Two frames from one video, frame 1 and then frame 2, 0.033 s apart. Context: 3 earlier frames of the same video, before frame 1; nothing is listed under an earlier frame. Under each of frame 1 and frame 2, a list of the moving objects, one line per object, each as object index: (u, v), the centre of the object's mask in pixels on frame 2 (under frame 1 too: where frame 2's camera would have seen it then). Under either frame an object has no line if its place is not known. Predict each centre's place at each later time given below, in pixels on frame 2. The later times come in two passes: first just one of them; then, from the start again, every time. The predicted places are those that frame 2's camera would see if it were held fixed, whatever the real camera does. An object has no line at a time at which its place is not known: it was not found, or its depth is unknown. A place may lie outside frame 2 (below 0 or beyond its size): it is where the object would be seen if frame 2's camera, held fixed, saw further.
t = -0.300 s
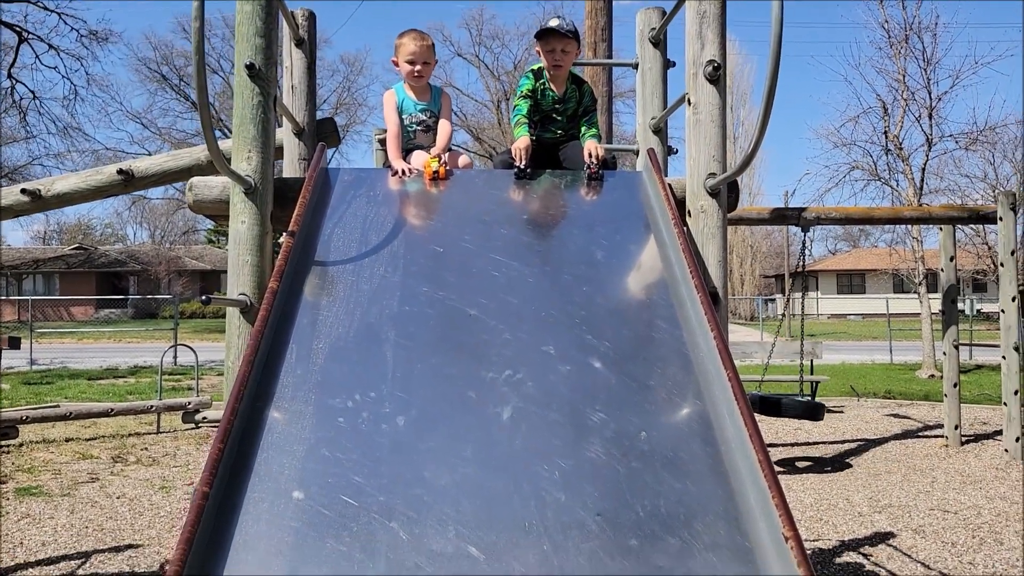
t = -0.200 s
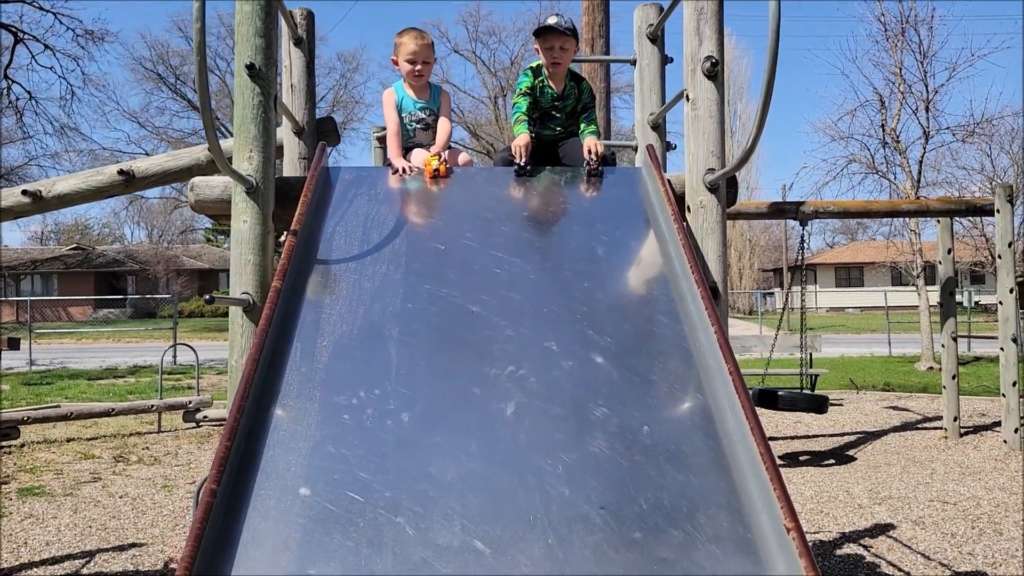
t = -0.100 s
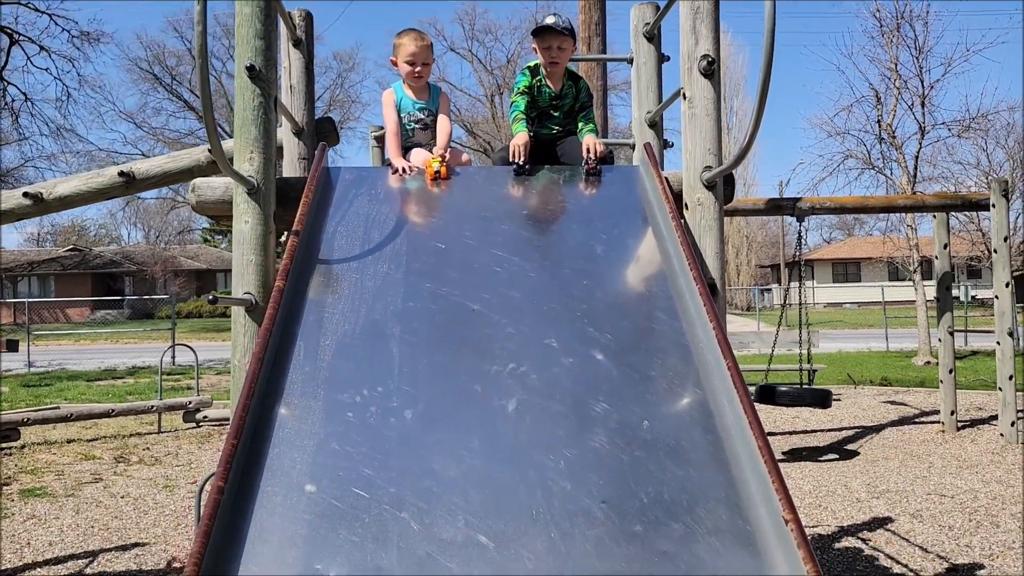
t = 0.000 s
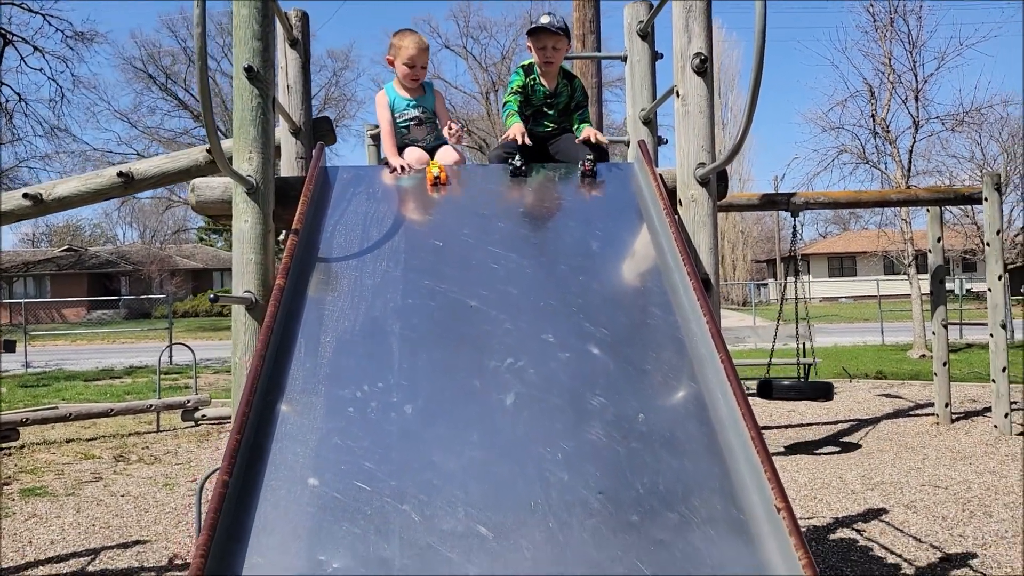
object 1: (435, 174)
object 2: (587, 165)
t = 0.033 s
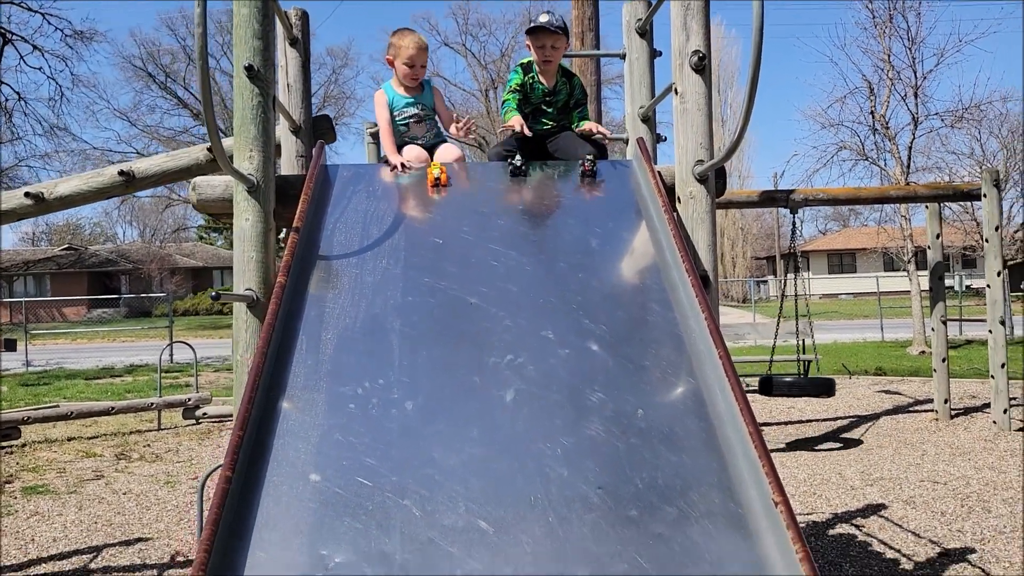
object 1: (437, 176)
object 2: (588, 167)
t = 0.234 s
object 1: (443, 209)
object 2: (596, 192)
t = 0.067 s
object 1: (438, 179)
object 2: (589, 170)
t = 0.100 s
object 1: (439, 184)
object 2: (589, 174)
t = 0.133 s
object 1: (439, 190)
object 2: (591, 177)
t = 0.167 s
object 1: (440, 196)
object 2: (592, 182)
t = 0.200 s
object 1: (441, 202)
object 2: (593, 186)
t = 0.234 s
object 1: (443, 209)
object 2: (596, 192)
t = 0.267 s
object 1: (445, 217)
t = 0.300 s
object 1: (449, 226)
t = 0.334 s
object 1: (453, 235)
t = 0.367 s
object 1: (459, 246)
